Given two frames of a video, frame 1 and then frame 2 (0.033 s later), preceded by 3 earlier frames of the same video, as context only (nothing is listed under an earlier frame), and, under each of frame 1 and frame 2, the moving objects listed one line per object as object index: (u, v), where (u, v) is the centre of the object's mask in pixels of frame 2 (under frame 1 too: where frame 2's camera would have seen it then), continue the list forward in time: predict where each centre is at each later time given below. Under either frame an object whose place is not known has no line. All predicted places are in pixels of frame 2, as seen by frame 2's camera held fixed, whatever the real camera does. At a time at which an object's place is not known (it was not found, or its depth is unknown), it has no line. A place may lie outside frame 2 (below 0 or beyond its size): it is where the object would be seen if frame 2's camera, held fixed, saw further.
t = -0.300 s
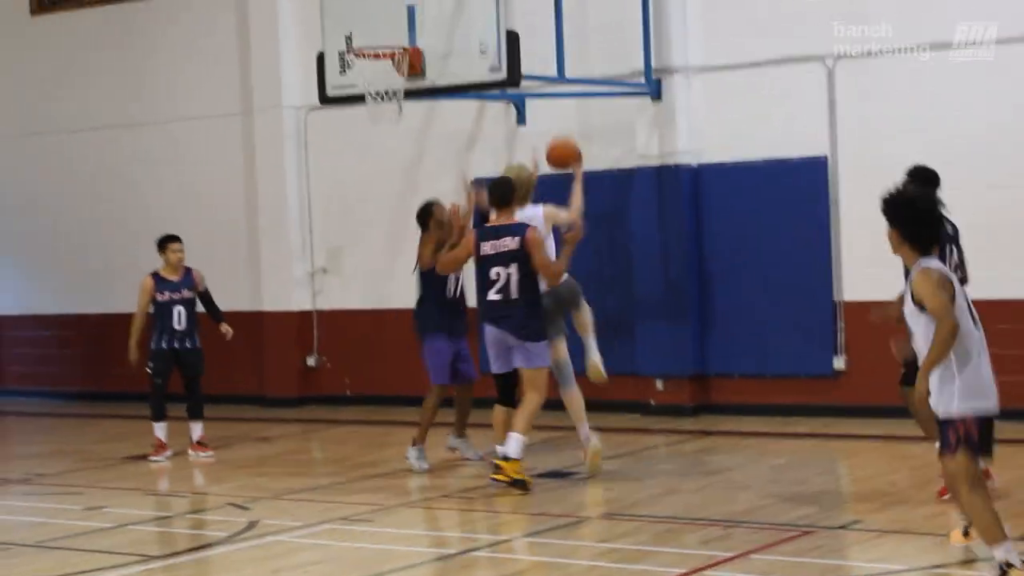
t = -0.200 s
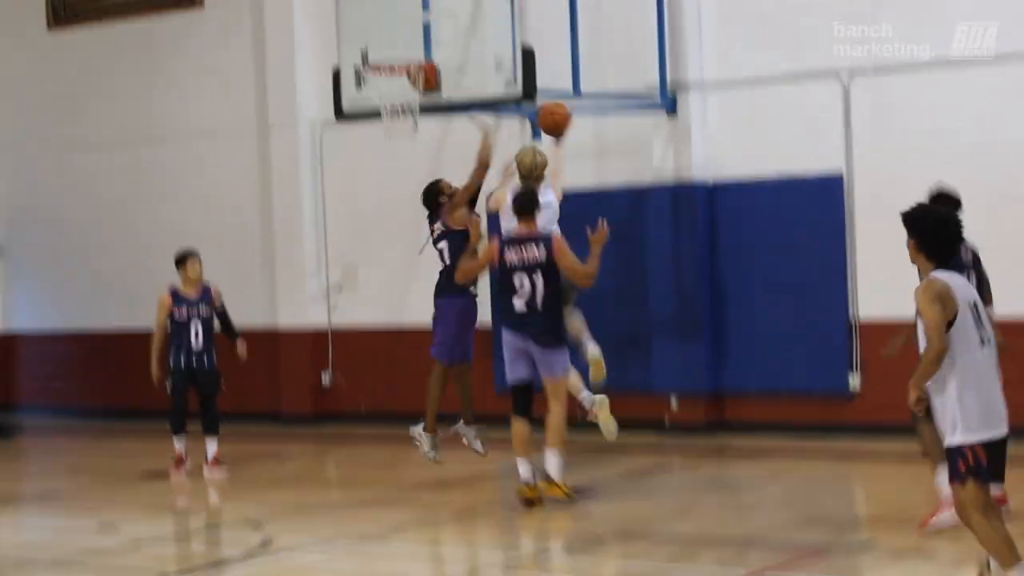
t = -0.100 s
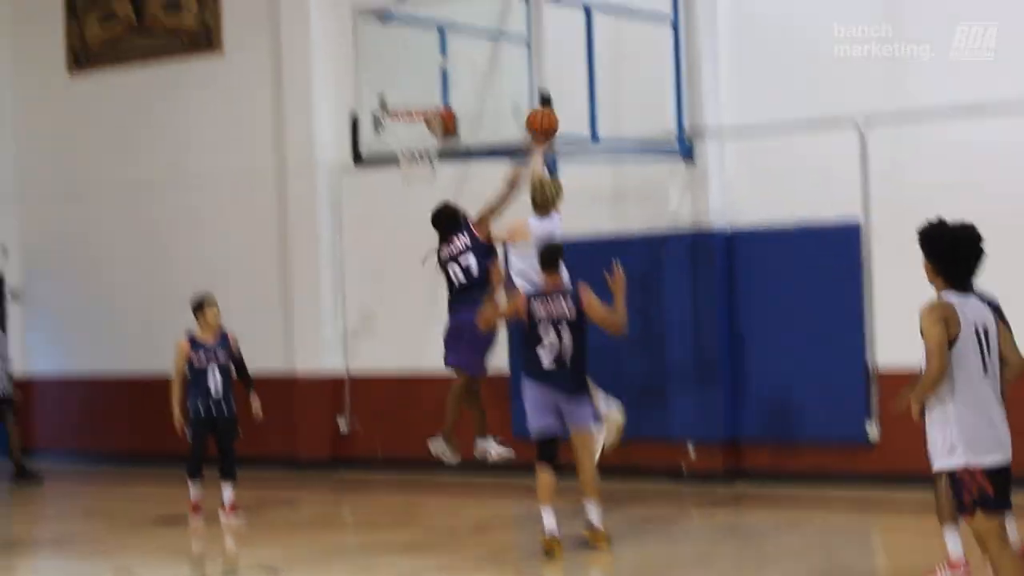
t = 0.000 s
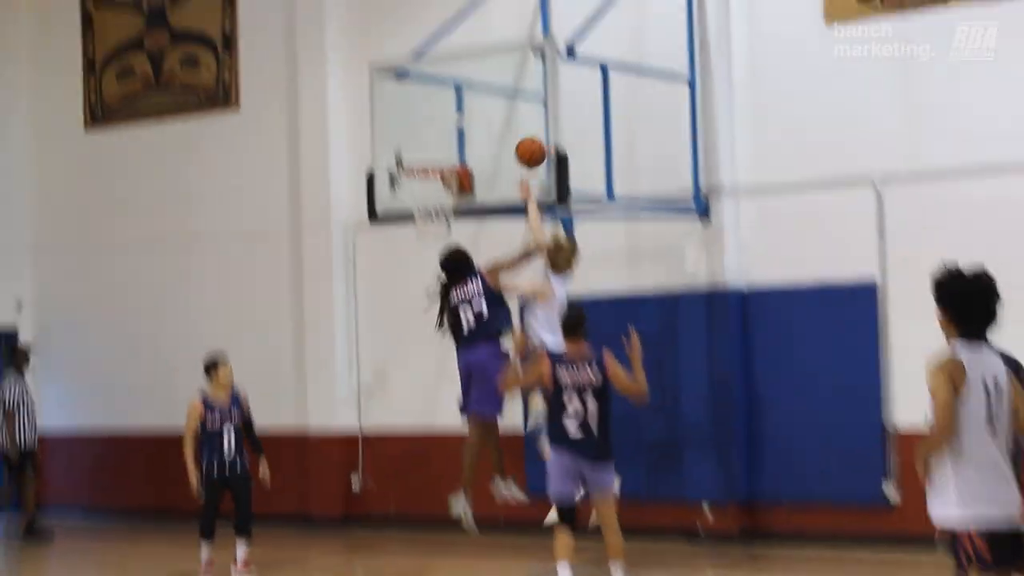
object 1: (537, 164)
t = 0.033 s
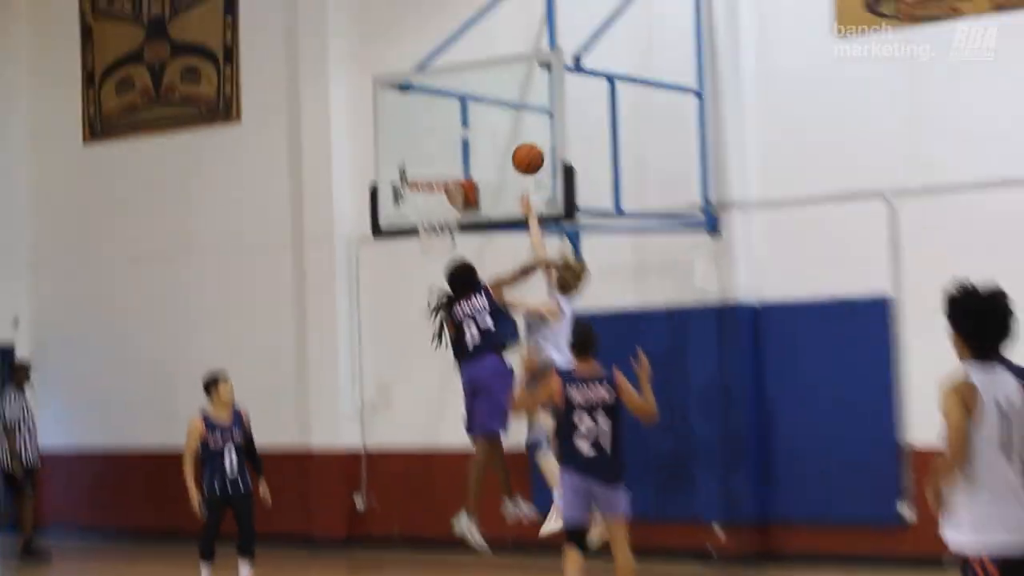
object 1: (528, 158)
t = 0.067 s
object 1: (519, 153)
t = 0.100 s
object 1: (509, 150)
